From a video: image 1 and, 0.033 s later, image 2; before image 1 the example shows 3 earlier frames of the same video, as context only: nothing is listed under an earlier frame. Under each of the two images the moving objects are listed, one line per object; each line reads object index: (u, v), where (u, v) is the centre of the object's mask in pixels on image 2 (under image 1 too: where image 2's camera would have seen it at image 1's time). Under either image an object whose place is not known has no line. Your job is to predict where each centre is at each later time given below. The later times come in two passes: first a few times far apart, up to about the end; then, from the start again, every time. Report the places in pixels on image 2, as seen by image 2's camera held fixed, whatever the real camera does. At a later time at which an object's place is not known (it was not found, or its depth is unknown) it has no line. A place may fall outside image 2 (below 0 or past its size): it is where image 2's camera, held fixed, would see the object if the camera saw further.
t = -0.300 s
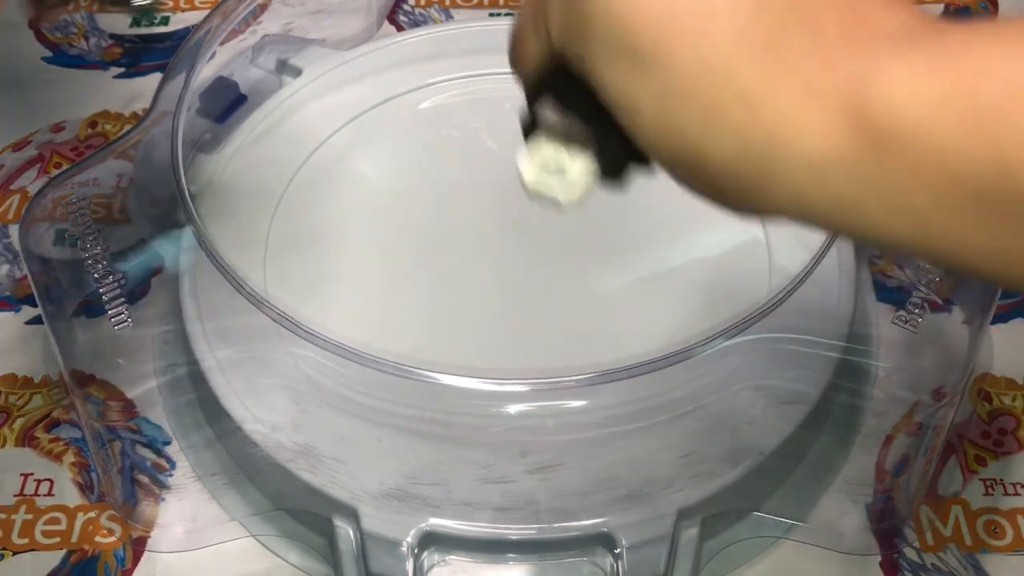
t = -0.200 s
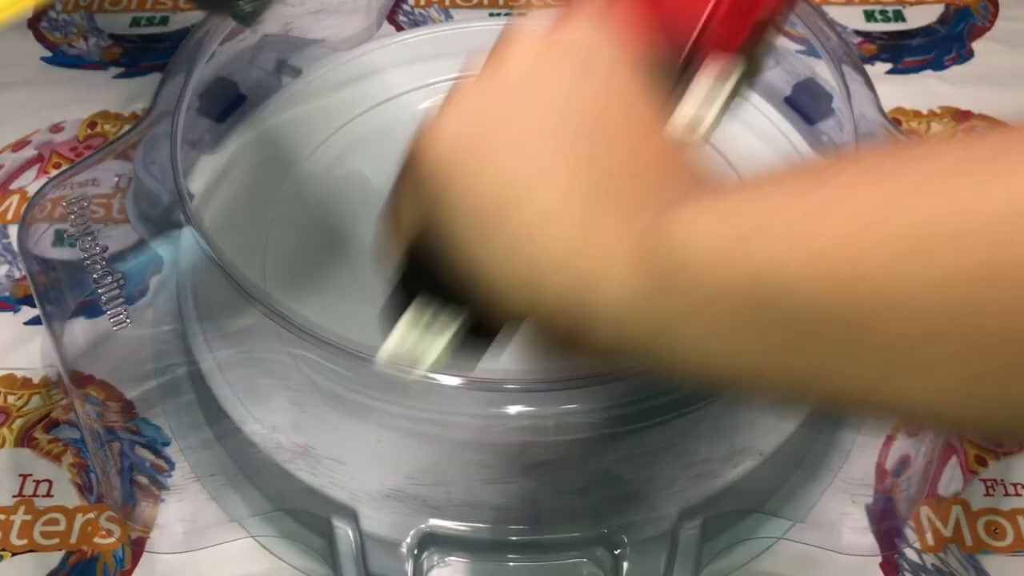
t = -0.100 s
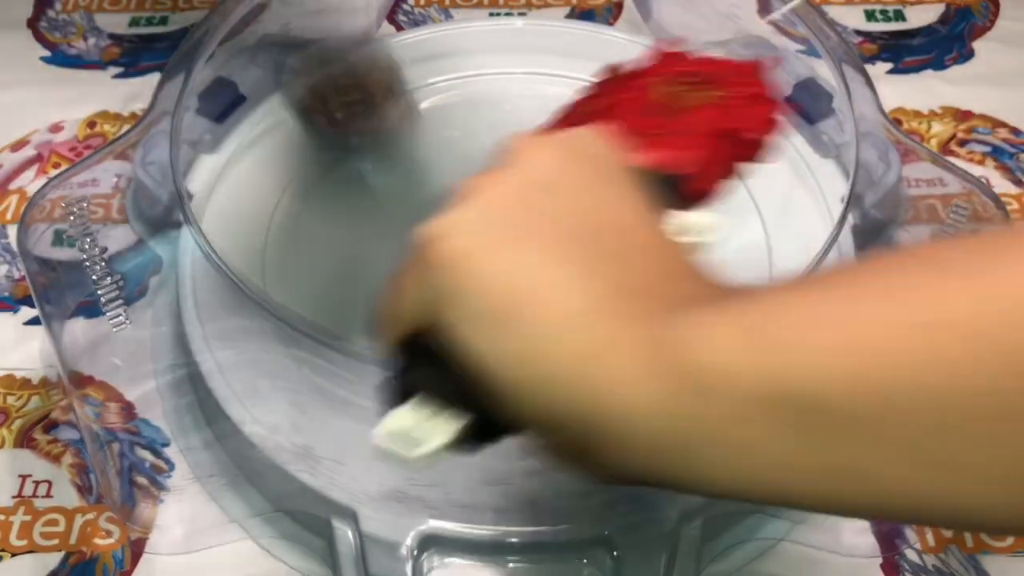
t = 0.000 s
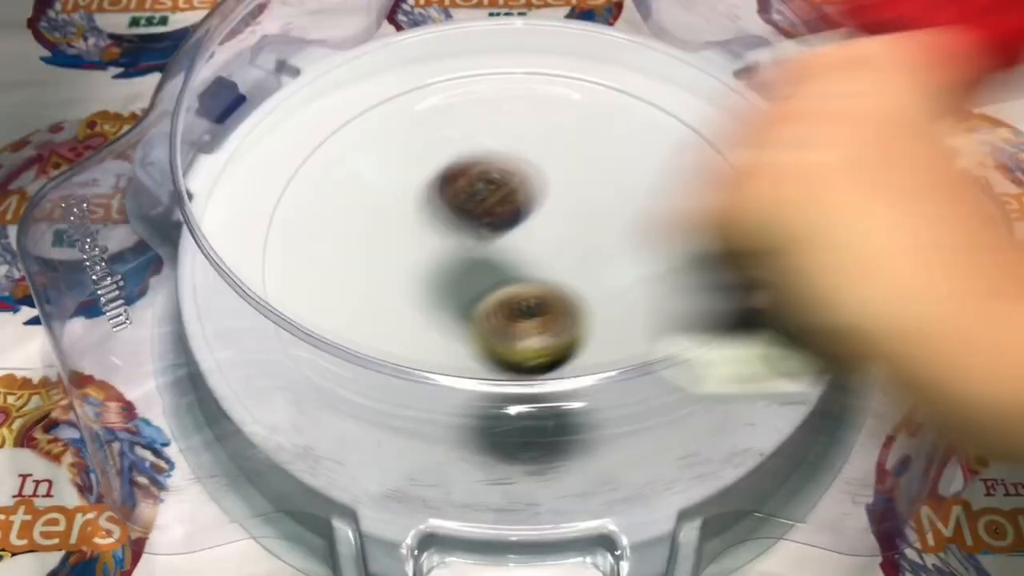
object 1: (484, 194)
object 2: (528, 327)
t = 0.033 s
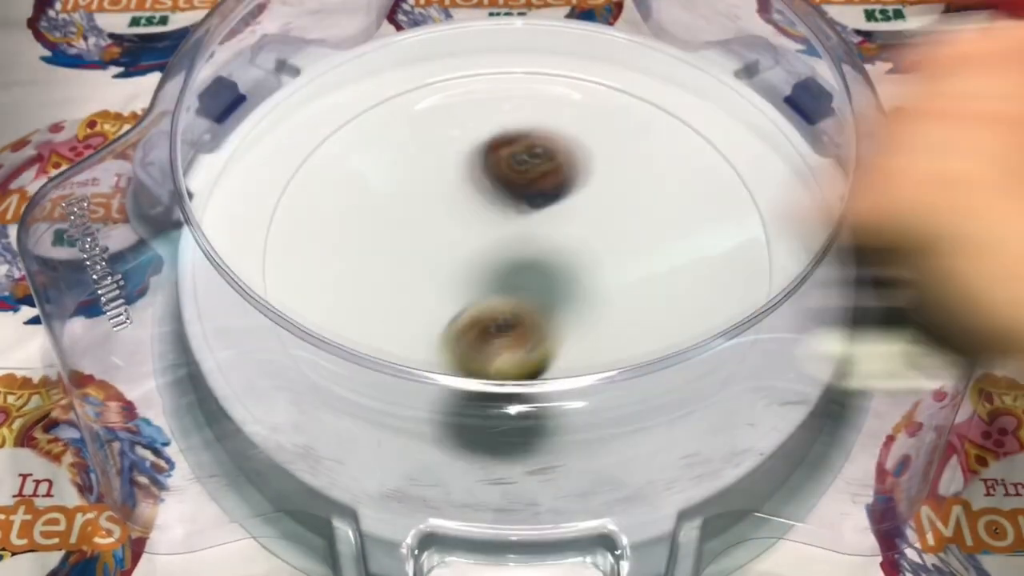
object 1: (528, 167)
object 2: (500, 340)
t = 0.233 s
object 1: (695, 163)
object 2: (422, 288)
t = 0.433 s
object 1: (586, 131)
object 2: (425, 179)
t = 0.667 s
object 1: (550, 133)
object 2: (255, 123)
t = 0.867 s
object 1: (535, 149)
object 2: (324, 255)
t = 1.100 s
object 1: (538, 154)
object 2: (574, 317)
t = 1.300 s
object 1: (565, 179)
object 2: (678, 186)
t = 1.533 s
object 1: (625, 192)
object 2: (547, 41)
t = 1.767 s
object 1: (599, 170)
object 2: (373, 100)
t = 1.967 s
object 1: (530, 239)
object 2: (427, 308)
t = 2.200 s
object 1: (659, 251)
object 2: (589, 453)
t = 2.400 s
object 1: (650, 139)
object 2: (752, 344)
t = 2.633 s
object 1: (391, 148)
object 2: (754, 126)
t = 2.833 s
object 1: (315, 322)
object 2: (566, 24)
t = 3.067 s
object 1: (622, 408)
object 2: (299, 86)
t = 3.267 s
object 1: (751, 176)
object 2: (217, 295)
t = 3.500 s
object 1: (472, 48)
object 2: (529, 391)
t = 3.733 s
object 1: (292, 280)
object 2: (730, 154)
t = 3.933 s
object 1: (640, 408)
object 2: (524, 56)
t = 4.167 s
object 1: (711, 113)
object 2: (332, 180)
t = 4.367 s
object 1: (414, 67)
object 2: (433, 372)
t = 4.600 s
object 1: (303, 281)
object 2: (735, 315)
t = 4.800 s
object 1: (602, 389)
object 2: (703, 134)
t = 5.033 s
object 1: (763, 204)
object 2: (461, 82)
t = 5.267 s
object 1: (584, 70)
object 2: (298, 257)
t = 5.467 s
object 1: (397, 154)
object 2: (484, 412)
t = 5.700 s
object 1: (454, 376)
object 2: (742, 267)
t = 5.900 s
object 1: (660, 370)
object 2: (671, 102)
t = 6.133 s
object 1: (704, 177)
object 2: (447, 81)
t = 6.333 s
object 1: (479, 120)
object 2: (307, 202)
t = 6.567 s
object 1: (289, 270)
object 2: (452, 407)
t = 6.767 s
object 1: (494, 409)
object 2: (727, 336)
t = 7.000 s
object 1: (689, 232)
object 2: (679, 109)
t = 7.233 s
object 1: (530, 53)
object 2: (415, 86)
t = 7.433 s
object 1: (350, 109)
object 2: (288, 229)
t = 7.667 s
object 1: (388, 282)
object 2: (469, 430)
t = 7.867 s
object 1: (602, 311)
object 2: (725, 334)
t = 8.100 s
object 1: (534, 132)
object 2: (765, 256)
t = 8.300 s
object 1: (419, 89)
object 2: (545, 268)
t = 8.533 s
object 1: (359, 178)
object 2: (372, 269)
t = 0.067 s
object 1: (573, 157)
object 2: (474, 368)
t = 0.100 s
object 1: (616, 160)
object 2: (460, 342)
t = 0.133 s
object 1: (656, 180)
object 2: (445, 333)
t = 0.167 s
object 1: (684, 189)
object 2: (434, 330)
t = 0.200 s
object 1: (691, 168)
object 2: (427, 301)
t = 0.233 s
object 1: (695, 163)
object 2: (422, 288)
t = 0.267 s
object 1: (691, 150)
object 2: (420, 268)
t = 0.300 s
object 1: (677, 135)
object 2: (419, 249)
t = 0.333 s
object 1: (660, 133)
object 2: (419, 229)
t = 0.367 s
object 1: (641, 138)
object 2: (421, 211)
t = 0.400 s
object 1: (614, 128)
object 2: (422, 194)
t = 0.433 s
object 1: (586, 131)
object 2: (425, 179)
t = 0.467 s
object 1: (555, 136)
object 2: (429, 166)
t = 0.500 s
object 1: (523, 135)
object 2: (432, 153)
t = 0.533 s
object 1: (528, 119)
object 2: (395, 138)
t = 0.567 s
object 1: (536, 117)
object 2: (354, 132)
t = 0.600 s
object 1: (545, 128)
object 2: (318, 124)
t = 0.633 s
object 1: (549, 129)
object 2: (281, 120)
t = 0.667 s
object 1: (550, 133)
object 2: (255, 123)
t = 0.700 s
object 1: (549, 136)
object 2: (255, 142)
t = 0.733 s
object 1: (547, 140)
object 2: (258, 161)
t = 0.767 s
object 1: (544, 144)
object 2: (265, 181)
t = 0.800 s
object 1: (541, 147)
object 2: (277, 205)
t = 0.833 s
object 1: (538, 148)
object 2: (298, 231)
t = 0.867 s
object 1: (535, 149)
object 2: (324, 255)
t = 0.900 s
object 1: (533, 151)
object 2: (356, 278)
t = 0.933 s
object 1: (532, 152)
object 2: (390, 297)
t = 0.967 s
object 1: (534, 152)
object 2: (426, 312)
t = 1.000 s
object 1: (535, 152)
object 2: (464, 324)
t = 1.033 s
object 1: (537, 151)
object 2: (502, 327)
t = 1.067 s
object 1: (537, 152)
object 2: (540, 325)
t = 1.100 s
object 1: (538, 154)
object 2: (574, 317)
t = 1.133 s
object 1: (538, 157)
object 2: (606, 304)
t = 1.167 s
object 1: (539, 160)
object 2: (632, 286)
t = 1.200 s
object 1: (543, 164)
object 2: (653, 263)
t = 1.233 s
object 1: (549, 169)
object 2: (668, 238)
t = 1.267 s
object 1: (556, 174)
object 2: (677, 214)
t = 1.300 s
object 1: (565, 179)
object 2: (678, 186)
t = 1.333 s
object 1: (575, 185)
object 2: (674, 159)
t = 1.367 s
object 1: (585, 189)
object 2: (664, 132)
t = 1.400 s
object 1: (595, 192)
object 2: (650, 106)
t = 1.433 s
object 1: (605, 194)
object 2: (631, 83)
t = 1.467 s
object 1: (613, 194)
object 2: (607, 63)
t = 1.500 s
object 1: (619, 195)
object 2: (578, 51)
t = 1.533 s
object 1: (625, 192)
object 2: (547, 41)
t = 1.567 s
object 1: (627, 190)
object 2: (514, 34)
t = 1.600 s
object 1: (630, 185)
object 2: (479, 30)
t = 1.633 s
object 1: (629, 180)
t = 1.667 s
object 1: (625, 175)
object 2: (410, 26)
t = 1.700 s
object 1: (618, 172)
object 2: (390, 40)
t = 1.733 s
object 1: (608, 170)
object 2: (381, 67)
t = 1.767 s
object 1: (599, 170)
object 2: (373, 100)
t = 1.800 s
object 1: (586, 173)
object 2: (368, 132)
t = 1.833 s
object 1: (574, 180)
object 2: (367, 167)
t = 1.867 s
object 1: (561, 190)
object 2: (372, 204)
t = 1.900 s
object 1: (549, 204)
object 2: (383, 238)
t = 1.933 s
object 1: (538, 220)
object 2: (401, 275)
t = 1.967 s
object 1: (530, 239)
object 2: (427, 308)
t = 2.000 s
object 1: (526, 258)
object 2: (457, 332)
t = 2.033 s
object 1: (539, 267)
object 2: (473, 368)
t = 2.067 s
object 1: (563, 270)
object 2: (488, 410)
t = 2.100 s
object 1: (589, 270)
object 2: (507, 437)
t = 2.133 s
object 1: (615, 268)
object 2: (533, 443)
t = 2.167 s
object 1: (637, 263)
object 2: (559, 451)
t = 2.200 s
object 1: (659, 251)
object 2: (589, 453)
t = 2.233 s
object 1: (674, 236)
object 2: (620, 449)
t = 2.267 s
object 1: (685, 219)
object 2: (652, 437)
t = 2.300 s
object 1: (689, 199)
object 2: (683, 421)
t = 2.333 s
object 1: (685, 178)
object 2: (710, 402)
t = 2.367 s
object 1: (672, 157)
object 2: (732, 374)
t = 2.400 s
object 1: (650, 139)
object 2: (752, 344)
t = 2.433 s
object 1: (622, 127)
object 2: (768, 313)
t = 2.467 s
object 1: (587, 117)
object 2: (778, 280)
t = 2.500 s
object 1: (549, 112)
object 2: (782, 248)
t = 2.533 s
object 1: (509, 113)
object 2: (784, 214)
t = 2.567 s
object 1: (468, 119)
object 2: (779, 185)
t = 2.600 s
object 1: (427, 131)
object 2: (769, 154)
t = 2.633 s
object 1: (391, 148)
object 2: (754, 126)
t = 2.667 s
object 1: (358, 171)
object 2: (732, 100)
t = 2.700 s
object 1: (334, 195)
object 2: (706, 75)
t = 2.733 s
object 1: (316, 226)
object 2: (675, 54)
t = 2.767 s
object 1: (306, 260)
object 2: (643, 39)
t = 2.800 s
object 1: (312, 287)
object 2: (606, 29)
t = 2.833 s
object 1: (315, 322)
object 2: (566, 24)
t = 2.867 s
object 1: (335, 351)
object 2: (524, 22)
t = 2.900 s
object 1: (364, 379)
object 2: (485, 23)
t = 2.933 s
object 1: (399, 412)
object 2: (445, 26)
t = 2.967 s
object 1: (450, 420)
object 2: (406, 34)
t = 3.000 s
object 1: (506, 423)
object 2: (367, 48)
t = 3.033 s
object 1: (563, 422)
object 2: (333, 65)
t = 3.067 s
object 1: (622, 408)
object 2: (299, 86)
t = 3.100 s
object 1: (674, 377)
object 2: (270, 112)
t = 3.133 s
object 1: (717, 343)
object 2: (249, 142)
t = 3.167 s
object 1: (741, 299)
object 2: (233, 175)
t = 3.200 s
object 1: (756, 259)
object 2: (230, 209)
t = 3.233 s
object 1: (761, 217)
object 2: (221, 251)
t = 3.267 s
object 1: (751, 176)
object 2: (217, 295)
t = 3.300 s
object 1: (732, 139)
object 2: (226, 336)
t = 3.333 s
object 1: (703, 104)
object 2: (251, 373)
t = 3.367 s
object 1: (664, 82)
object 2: (289, 410)
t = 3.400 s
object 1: (621, 61)
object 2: (341, 418)
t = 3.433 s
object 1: (575, 50)
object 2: (406, 412)
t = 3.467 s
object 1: (524, 44)
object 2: (467, 407)
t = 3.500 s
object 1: (472, 48)
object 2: (529, 391)
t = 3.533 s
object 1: (420, 59)
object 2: (584, 364)
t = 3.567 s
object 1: (371, 78)
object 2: (635, 331)
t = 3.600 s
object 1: (330, 109)
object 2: (681, 304)
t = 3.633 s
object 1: (296, 145)
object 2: (714, 268)
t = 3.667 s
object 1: (277, 188)
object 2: (736, 230)
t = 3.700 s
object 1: (272, 237)
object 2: (750, 189)
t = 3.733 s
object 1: (292, 280)
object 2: (730, 154)
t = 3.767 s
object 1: (317, 335)
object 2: (697, 134)
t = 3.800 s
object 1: (366, 374)
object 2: (663, 108)
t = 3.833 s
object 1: (427, 413)
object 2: (631, 89)
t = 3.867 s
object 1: (502, 427)
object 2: (595, 72)
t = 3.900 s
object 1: (574, 423)
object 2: (561, 60)
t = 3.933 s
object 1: (640, 408)
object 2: (524, 56)
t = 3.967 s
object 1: (696, 369)
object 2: (485, 61)
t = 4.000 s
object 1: (742, 333)
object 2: (450, 70)
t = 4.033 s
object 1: (763, 281)
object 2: (418, 82)
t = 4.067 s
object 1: (772, 237)
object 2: (389, 100)
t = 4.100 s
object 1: (766, 191)
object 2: (365, 122)
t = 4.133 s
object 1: (745, 148)
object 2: (345, 150)
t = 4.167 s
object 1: (711, 113)
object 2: (332, 180)
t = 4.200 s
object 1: (669, 85)
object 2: (325, 215)
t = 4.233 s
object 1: (623, 65)
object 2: (326, 252)
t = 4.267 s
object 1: (571, 56)
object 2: (337, 287)
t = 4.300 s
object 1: (518, 51)
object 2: (360, 317)
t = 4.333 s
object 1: (465, 55)
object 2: (391, 349)
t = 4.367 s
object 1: (414, 67)
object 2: (433, 372)
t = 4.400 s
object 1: (371, 84)
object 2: (479, 398)
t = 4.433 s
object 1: (334, 110)
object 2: (531, 409)
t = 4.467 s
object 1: (306, 141)
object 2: (584, 407)
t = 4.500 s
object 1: (287, 176)
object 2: (635, 396)
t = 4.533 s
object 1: (278, 213)
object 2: (684, 380)
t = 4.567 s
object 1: (282, 249)
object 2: (717, 349)
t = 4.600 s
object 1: (303, 281)
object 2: (735, 315)
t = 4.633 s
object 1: (329, 323)
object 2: (742, 278)
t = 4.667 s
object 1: (374, 357)
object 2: (754, 249)
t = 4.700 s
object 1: (432, 384)
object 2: (754, 216)
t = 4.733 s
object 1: (487, 393)
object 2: (748, 185)
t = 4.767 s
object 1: (538, 399)
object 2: (730, 158)
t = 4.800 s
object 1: (602, 389)
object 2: (703, 134)
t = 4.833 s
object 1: (662, 369)
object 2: (674, 112)
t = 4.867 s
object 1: (702, 340)
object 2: (642, 95)
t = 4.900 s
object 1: (732, 313)
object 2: (607, 82)
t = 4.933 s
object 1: (753, 286)
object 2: (570, 75)
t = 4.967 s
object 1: (765, 254)
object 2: (533, 72)
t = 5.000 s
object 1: (770, 231)
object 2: (497, 75)
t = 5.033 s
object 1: (763, 204)
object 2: (461, 82)
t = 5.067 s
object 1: (753, 175)
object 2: (426, 95)
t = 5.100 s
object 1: (739, 144)
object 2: (393, 112)
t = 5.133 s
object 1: (717, 125)
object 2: (361, 133)
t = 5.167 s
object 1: (686, 108)
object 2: (334, 159)
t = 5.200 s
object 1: (650, 91)
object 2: (316, 188)
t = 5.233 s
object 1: (618, 77)
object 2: (304, 221)
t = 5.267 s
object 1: (584, 70)
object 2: (298, 257)
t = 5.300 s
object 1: (549, 66)
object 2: (308, 288)
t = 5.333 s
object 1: (513, 68)
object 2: (318, 328)
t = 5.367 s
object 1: (481, 80)
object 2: (341, 366)
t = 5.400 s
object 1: (450, 99)
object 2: (376, 394)
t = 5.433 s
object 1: (421, 123)
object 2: (429, 404)
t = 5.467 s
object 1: (397, 154)
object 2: (484, 412)
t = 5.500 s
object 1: (381, 191)
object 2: (535, 409)
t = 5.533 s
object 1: (372, 226)
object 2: (586, 399)
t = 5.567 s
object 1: (372, 263)
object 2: (634, 383)
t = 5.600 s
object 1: (381, 299)
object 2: (675, 364)
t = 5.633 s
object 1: (399, 325)
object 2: (704, 330)
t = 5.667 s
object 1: (423, 353)
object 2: (722, 294)
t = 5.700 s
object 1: (454, 376)
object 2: (742, 267)
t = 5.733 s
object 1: (484, 394)
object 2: (748, 234)
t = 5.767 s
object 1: (519, 401)
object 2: (744, 203)
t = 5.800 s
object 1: (555, 401)
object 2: (733, 173)
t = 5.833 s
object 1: (594, 395)
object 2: (716, 144)
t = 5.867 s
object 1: (630, 383)
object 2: (696, 120)
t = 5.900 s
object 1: (660, 370)
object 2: (671, 102)
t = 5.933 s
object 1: (692, 344)
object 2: (643, 88)
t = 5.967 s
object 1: (702, 311)
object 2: (611, 78)
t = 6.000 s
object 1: (726, 289)
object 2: (579, 72)
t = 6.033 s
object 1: (738, 259)
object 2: (546, 70)
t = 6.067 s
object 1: (736, 230)
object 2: (512, 70)
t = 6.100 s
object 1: (725, 199)
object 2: (480, 74)
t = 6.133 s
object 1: (704, 177)
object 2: (447, 81)
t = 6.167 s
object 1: (677, 153)
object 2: (415, 92)
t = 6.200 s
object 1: (642, 137)
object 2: (385, 107)
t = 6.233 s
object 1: (609, 126)
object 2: (359, 126)
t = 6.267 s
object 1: (564, 119)
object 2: (336, 148)
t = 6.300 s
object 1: (525, 118)
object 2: (319, 175)
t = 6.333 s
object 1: (479, 120)
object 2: (307, 202)
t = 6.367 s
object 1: (438, 126)
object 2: (302, 234)
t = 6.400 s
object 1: (397, 139)
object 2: (305, 266)
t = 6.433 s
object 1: (363, 157)
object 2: (318, 296)
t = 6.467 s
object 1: (331, 179)
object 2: (335, 329)
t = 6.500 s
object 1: (307, 208)
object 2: (366, 360)
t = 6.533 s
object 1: (292, 239)
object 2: (408, 390)
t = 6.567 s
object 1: (289, 270)
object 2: (452, 407)
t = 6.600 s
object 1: (290, 302)
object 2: (504, 416)
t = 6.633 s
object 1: (312, 330)
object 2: (556, 425)
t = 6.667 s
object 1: (350, 363)
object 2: (607, 417)
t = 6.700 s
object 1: (393, 385)
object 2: (651, 393)
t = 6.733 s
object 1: (442, 400)
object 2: (694, 365)
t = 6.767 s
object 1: (494, 409)
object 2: (727, 336)
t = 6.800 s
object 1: (539, 405)
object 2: (743, 302)
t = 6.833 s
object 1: (585, 390)
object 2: (749, 265)
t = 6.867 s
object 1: (618, 367)
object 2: (752, 229)
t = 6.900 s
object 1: (649, 329)
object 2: (748, 193)
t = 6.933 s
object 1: (673, 307)
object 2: (736, 161)
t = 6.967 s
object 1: (688, 266)
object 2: (708, 134)
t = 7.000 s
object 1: (689, 232)
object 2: (679, 109)
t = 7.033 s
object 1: (681, 193)
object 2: (645, 88)
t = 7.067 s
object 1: (670, 158)
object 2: (610, 71)
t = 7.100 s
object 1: (648, 127)
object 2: (570, 65)
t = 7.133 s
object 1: (622, 99)
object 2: (529, 64)
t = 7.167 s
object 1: (594, 81)
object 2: (489, 67)
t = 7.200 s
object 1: (561, 63)
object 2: (451, 74)
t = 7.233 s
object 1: (530, 53)
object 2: (415, 86)
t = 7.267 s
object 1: (492, 48)
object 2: (383, 102)
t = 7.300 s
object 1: (460, 51)
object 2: (355, 120)
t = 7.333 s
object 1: (428, 64)
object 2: (330, 143)
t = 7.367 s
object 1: (397, 76)
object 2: (310, 170)
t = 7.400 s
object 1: (373, 93)
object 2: (296, 198)
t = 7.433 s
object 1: (350, 109)
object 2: (288, 229)
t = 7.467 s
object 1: (336, 130)
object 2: (290, 262)
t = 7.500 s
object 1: (327, 152)
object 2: (300, 295)
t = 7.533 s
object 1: (322, 175)
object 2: (318, 329)
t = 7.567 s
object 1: (330, 199)
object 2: (344, 360)
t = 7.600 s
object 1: (341, 227)
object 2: (380, 392)
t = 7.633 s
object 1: (361, 253)
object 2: (421, 419)
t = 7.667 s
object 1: (388, 282)
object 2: (469, 430)
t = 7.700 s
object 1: (415, 302)
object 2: (521, 432)
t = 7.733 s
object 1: (452, 316)
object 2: (573, 429)
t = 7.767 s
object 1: (488, 326)
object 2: (617, 419)
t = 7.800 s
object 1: (525, 327)
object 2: (659, 393)
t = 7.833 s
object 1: (569, 321)
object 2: (696, 365)
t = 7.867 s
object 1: (602, 311)
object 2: (725, 334)
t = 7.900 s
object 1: (629, 295)
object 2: (748, 303)
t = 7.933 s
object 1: (626, 263)
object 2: (788, 268)
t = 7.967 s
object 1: (607, 232)
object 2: (835, 241)
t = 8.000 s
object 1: (589, 202)
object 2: (842, 235)
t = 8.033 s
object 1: (571, 175)
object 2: (823, 245)
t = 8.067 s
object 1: (552, 151)
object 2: (795, 251)
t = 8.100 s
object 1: (534, 132)
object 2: (765, 256)
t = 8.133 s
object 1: (517, 119)
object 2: (735, 267)
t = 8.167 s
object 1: (499, 108)
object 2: (699, 271)
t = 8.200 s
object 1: (479, 99)
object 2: (661, 273)
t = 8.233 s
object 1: (457, 93)
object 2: (621, 272)
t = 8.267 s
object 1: (438, 89)
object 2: (583, 270)
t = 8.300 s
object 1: (419, 89)
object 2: (545, 268)
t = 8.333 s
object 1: (400, 92)
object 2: (511, 264)
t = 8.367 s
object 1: (381, 97)
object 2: (481, 262)
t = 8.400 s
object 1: (365, 108)
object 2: (453, 259)
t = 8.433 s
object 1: (353, 123)
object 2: (429, 257)
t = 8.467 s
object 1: (348, 140)
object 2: (405, 256)
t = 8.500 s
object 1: (350, 163)
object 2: (388, 257)
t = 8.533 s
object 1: (359, 178)
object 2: (372, 269)
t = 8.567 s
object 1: (375, 160)
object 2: (356, 311)
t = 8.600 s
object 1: (391, 143)
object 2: (340, 356)
